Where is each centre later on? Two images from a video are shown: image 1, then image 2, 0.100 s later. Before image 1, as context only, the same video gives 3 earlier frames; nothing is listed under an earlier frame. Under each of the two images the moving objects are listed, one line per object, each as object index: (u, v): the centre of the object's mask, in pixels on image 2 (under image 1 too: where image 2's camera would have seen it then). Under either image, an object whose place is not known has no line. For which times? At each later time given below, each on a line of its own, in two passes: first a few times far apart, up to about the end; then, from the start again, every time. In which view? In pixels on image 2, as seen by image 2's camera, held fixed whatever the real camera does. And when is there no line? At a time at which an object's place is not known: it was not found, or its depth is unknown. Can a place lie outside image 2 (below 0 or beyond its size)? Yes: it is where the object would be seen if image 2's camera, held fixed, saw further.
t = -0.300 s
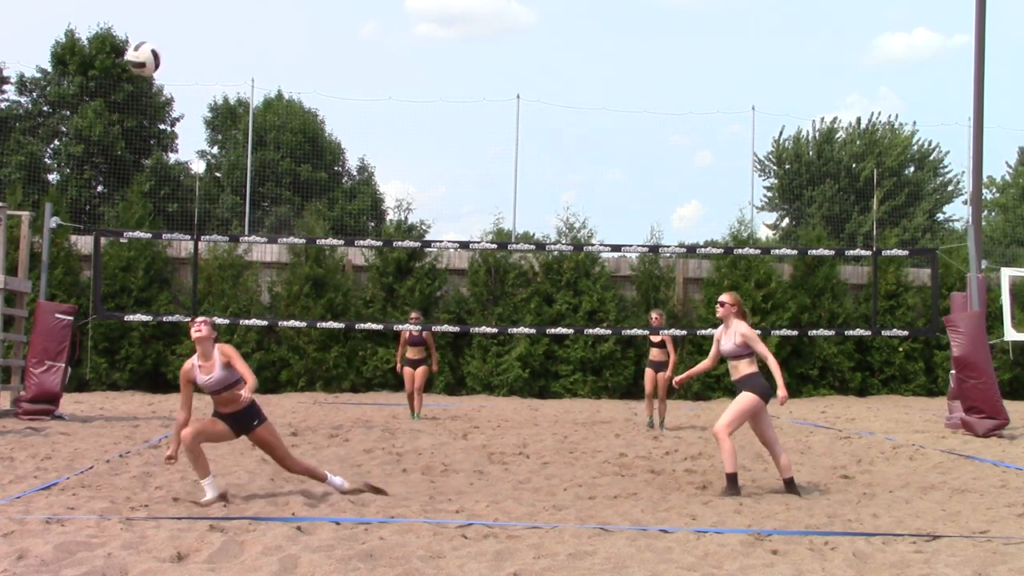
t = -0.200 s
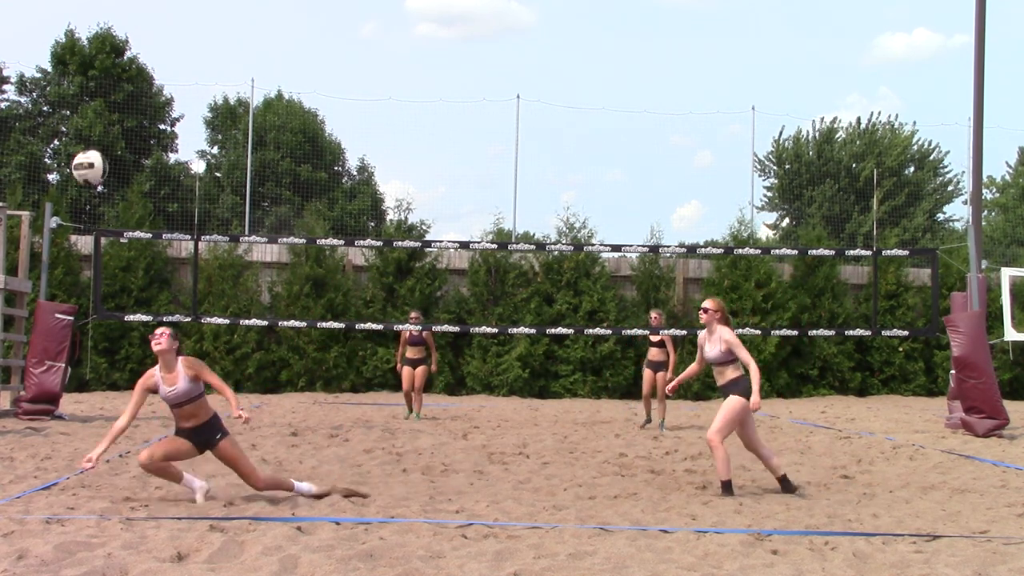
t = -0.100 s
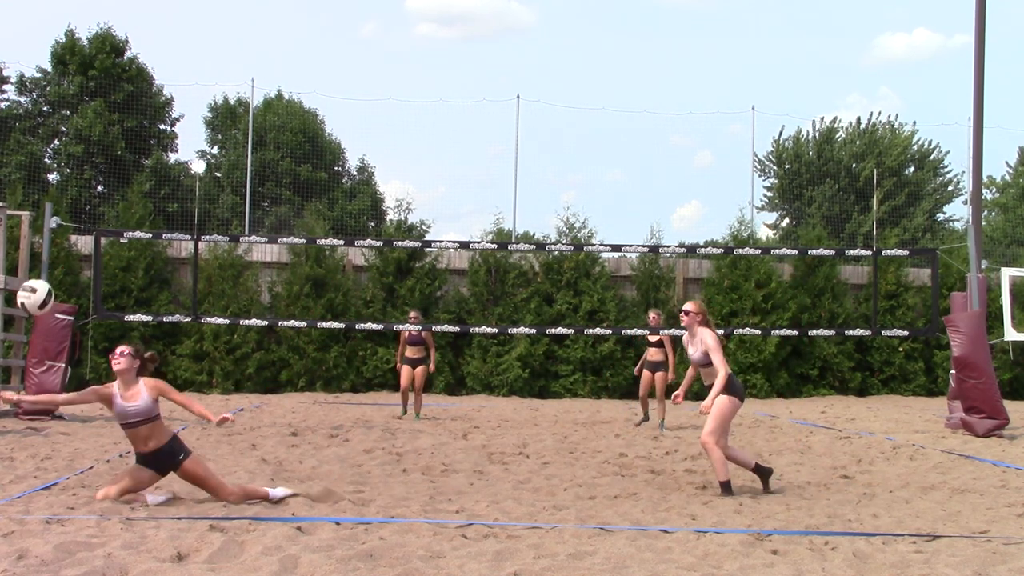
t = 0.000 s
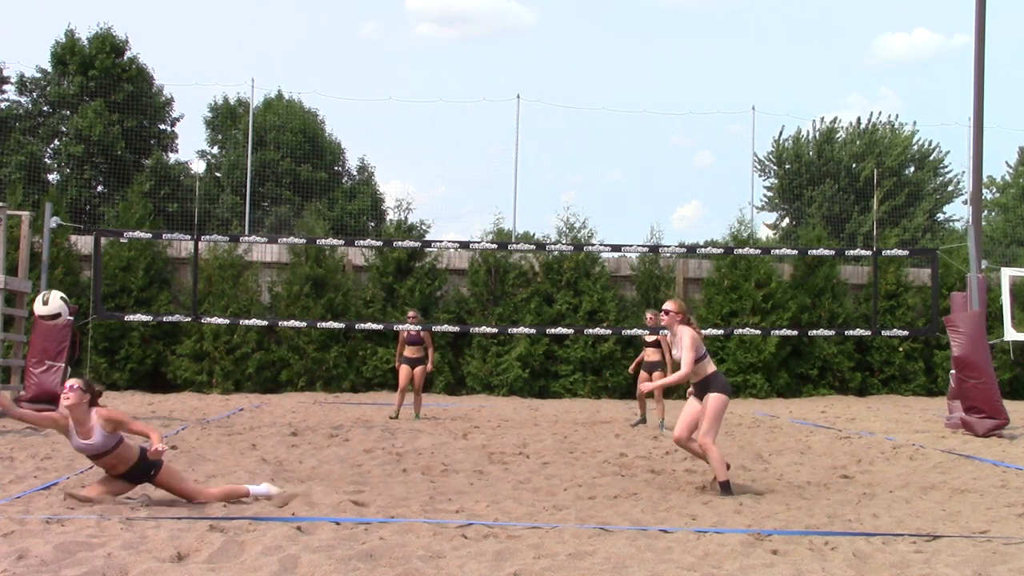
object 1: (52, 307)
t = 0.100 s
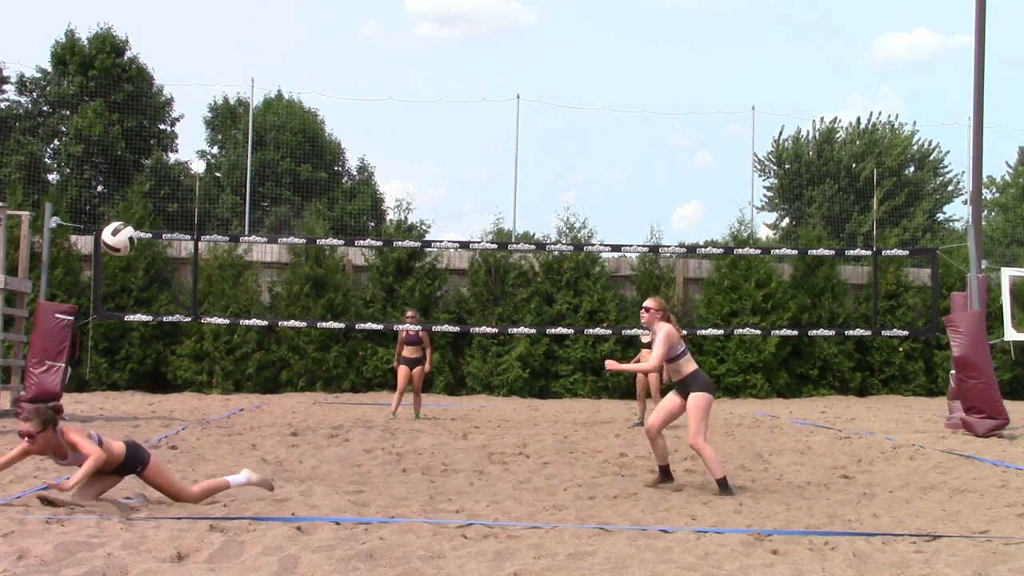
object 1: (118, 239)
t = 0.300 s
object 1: (245, 155)
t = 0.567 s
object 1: (397, 142)
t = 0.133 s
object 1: (140, 220)
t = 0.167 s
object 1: (162, 203)
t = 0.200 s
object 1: (184, 188)
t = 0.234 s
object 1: (204, 175)
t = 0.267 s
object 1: (224, 163)
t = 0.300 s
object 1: (245, 155)
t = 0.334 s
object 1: (265, 147)
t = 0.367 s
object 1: (284, 141)
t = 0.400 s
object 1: (304, 137)
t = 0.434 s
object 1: (323, 135)
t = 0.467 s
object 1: (343, 134)
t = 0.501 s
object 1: (361, 136)
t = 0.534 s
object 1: (379, 138)
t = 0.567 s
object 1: (397, 142)
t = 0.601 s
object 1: (415, 148)
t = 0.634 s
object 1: (432, 156)
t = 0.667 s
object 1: (449, 164)
